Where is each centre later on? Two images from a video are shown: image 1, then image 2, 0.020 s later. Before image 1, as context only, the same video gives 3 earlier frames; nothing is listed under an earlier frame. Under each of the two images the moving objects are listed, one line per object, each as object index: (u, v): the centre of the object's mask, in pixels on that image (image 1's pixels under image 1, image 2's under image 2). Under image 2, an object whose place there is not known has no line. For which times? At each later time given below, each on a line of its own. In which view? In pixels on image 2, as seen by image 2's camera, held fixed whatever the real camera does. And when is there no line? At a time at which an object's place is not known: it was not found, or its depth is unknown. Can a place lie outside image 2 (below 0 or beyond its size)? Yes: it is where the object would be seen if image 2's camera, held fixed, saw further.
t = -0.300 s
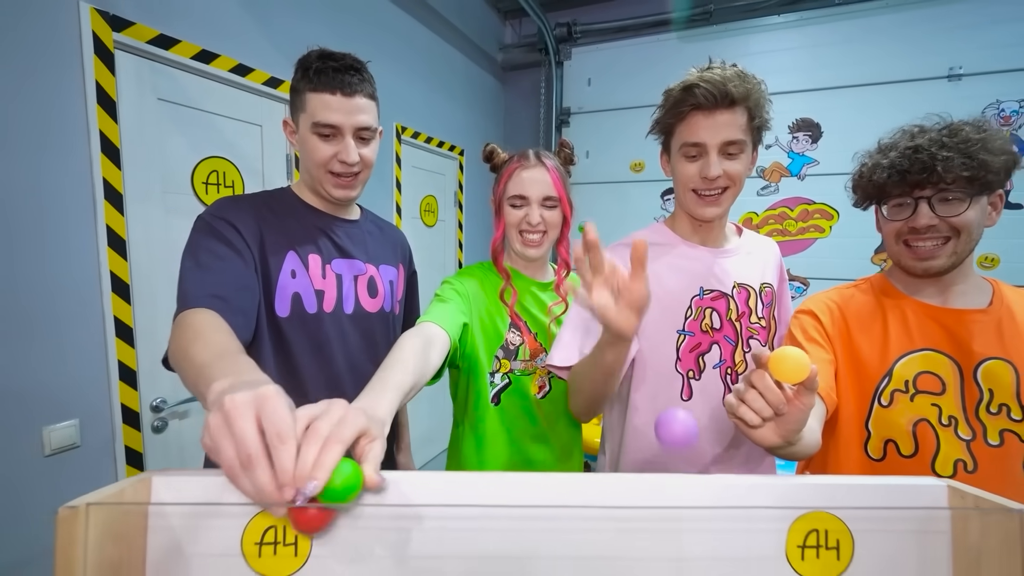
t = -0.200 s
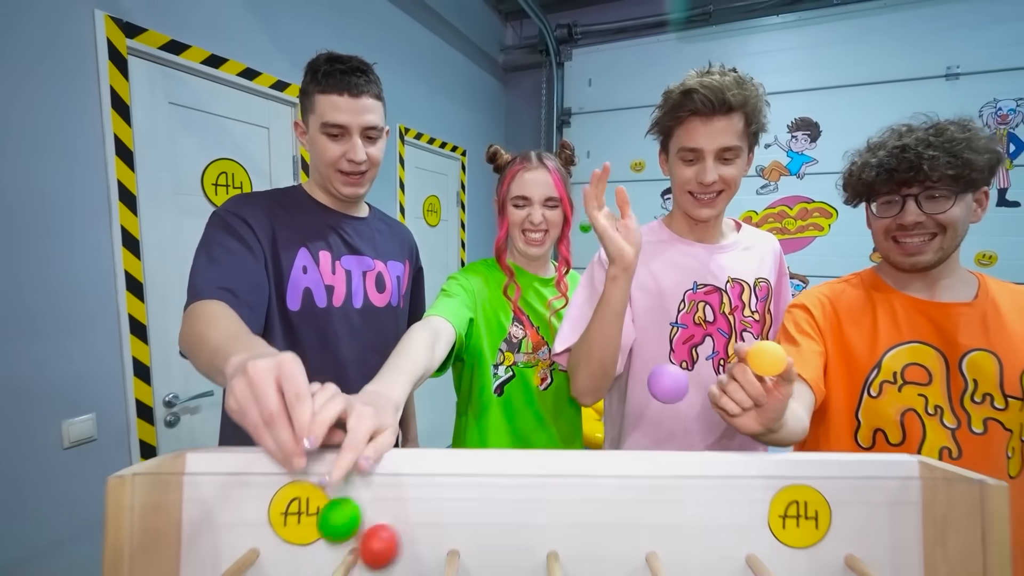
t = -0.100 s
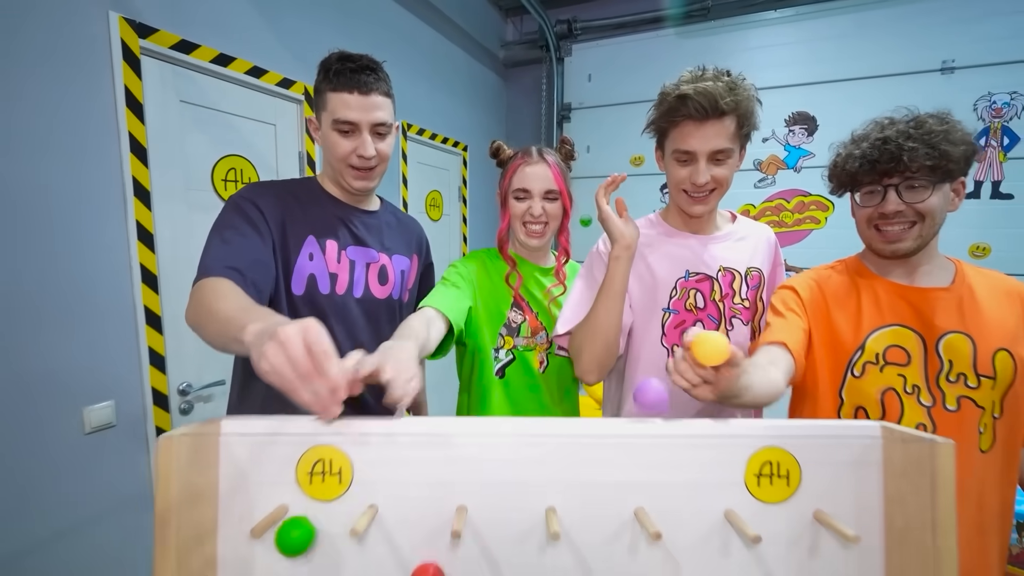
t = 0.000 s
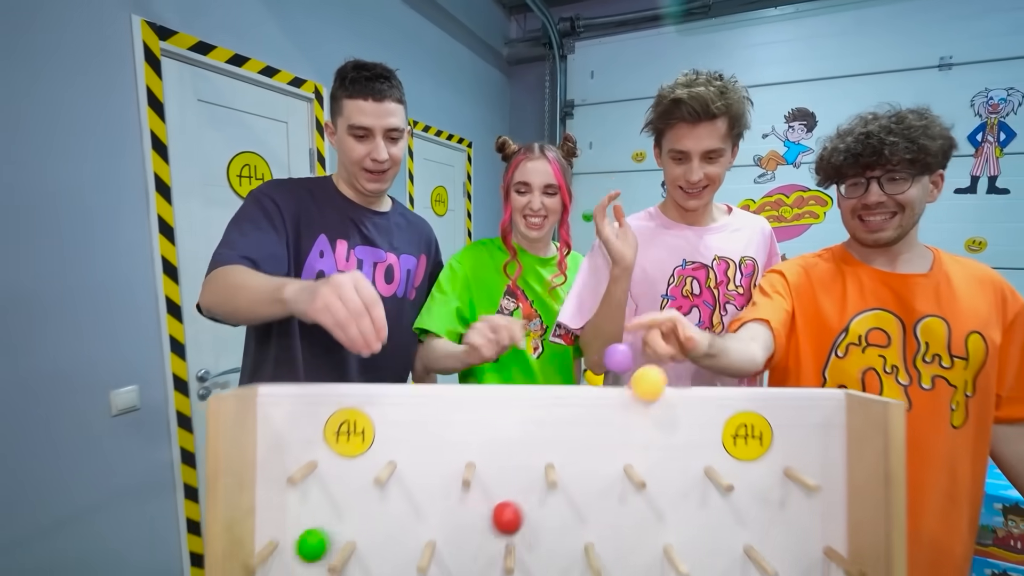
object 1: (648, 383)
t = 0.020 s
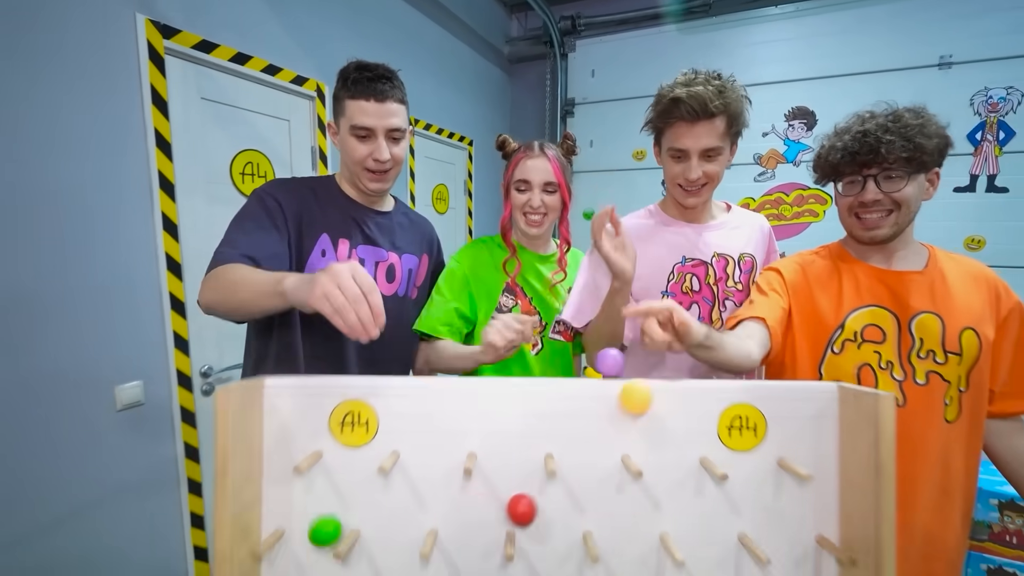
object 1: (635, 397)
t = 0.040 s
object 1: (625, 421)
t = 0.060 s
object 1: (614, 447)
